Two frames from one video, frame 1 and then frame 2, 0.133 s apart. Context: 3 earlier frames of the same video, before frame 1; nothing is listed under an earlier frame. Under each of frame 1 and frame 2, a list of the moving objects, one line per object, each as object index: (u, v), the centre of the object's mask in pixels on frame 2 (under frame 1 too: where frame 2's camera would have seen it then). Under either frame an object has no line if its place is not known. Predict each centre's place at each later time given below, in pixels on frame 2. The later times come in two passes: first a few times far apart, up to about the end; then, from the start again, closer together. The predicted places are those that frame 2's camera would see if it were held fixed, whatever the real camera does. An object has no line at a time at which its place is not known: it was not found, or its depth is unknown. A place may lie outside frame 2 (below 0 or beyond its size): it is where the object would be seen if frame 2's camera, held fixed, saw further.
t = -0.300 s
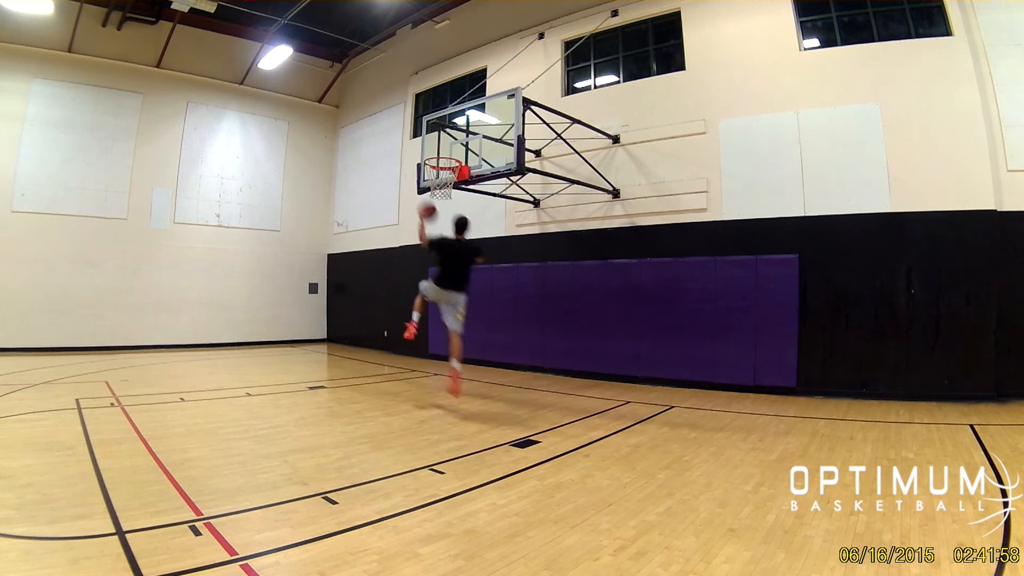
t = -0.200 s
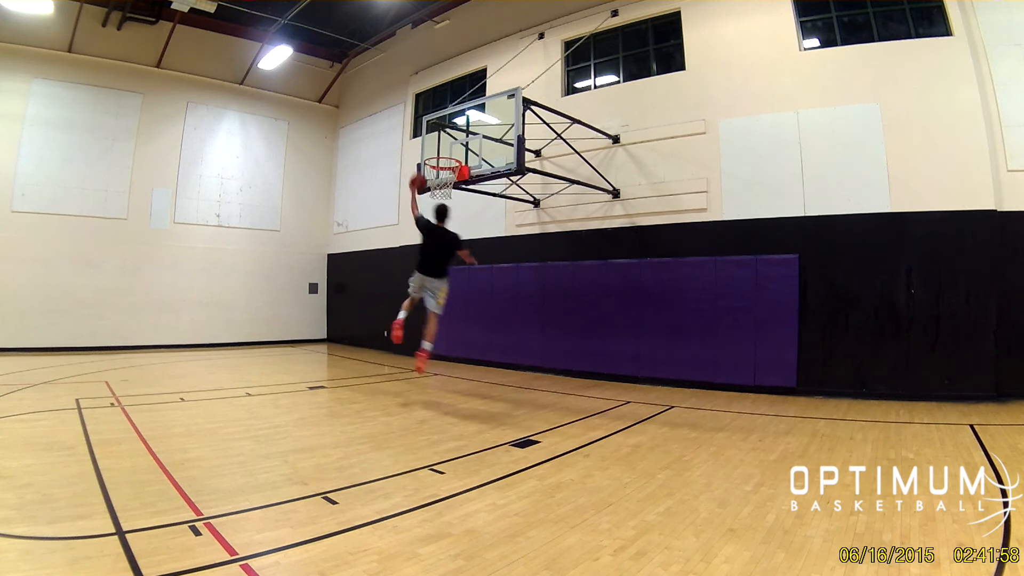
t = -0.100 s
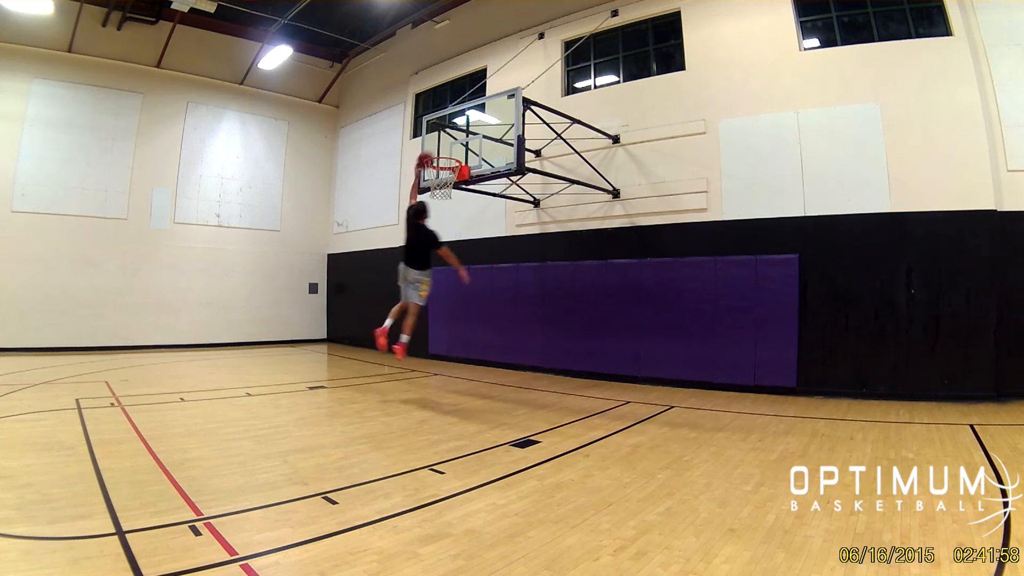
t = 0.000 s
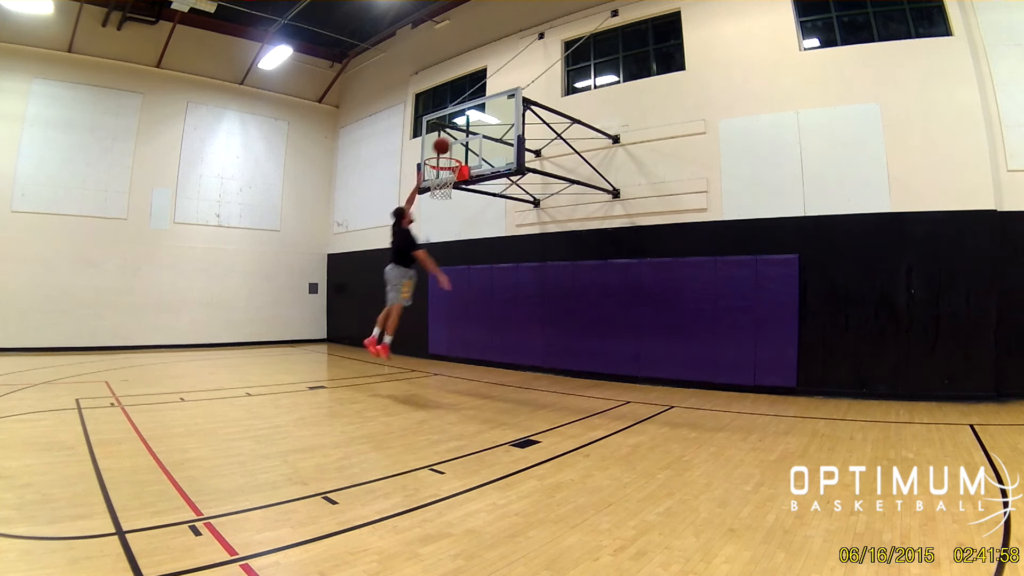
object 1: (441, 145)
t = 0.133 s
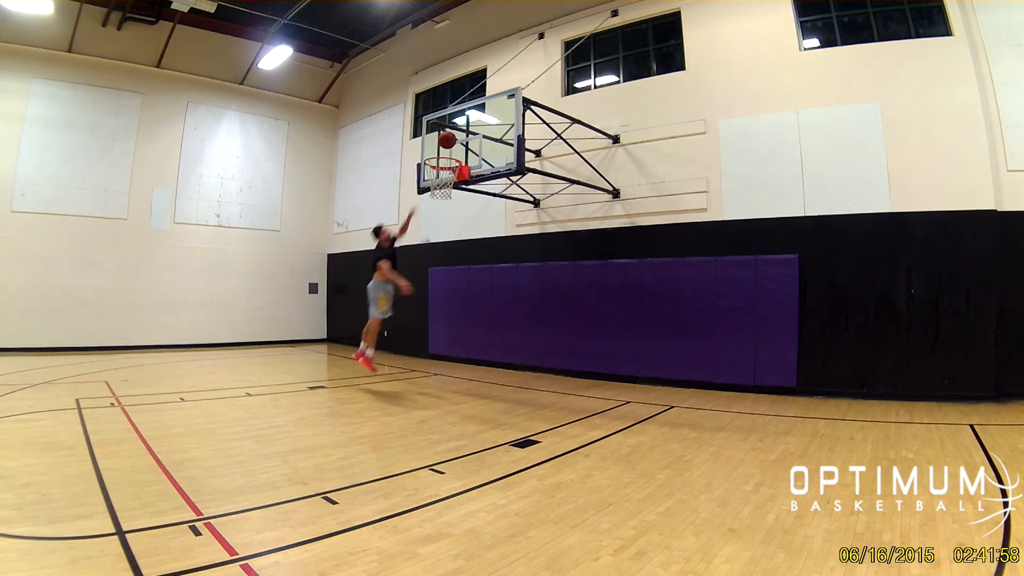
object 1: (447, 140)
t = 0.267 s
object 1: (446, 147)
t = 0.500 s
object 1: (431, 178)
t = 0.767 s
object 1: (437, 193)
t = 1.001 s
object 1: (447, 208)
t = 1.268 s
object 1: (457, 280)
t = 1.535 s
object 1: (469, 398)
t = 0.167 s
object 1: (447, 140)
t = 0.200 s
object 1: (447, 142)
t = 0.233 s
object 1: (447, 144)
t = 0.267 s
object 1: (446, 147)
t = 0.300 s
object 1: (446, 150)
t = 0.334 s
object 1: (446, 155)
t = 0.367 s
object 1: (444, 161)
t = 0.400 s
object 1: (440, 165)
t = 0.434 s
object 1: (437, 170)
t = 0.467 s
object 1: (434, 175)
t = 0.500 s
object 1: (431, 178)
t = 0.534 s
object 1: (430, 178)
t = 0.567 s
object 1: (430, 182)
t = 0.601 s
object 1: (430, 188)
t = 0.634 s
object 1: (432, 183)
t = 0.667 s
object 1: (434, 189)
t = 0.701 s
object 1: (435, 190)
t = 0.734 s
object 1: (436, 191)
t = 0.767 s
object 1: (437, 193)
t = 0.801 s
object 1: (438, 194)
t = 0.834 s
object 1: (439, 195)
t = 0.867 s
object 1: (440, 196)
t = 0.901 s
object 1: (442, 198)
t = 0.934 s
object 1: (444, 200)
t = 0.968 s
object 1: (445, 203)
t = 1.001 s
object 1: (447, 208)
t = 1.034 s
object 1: (448, 213)
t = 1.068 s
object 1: (449, 220)
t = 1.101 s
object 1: (450, 228)
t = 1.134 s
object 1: (452, 238)
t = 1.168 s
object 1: (453, 247)
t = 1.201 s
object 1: (454, 255)
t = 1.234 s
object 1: (455, 266)
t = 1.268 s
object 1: (457, 280)
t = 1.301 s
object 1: (459, 294)
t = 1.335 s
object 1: (460, 308)
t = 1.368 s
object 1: (462, 323)
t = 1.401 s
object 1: (462, 338)
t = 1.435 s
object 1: (464, 355)
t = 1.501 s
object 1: (468, 392)
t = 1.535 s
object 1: (469, 398)
